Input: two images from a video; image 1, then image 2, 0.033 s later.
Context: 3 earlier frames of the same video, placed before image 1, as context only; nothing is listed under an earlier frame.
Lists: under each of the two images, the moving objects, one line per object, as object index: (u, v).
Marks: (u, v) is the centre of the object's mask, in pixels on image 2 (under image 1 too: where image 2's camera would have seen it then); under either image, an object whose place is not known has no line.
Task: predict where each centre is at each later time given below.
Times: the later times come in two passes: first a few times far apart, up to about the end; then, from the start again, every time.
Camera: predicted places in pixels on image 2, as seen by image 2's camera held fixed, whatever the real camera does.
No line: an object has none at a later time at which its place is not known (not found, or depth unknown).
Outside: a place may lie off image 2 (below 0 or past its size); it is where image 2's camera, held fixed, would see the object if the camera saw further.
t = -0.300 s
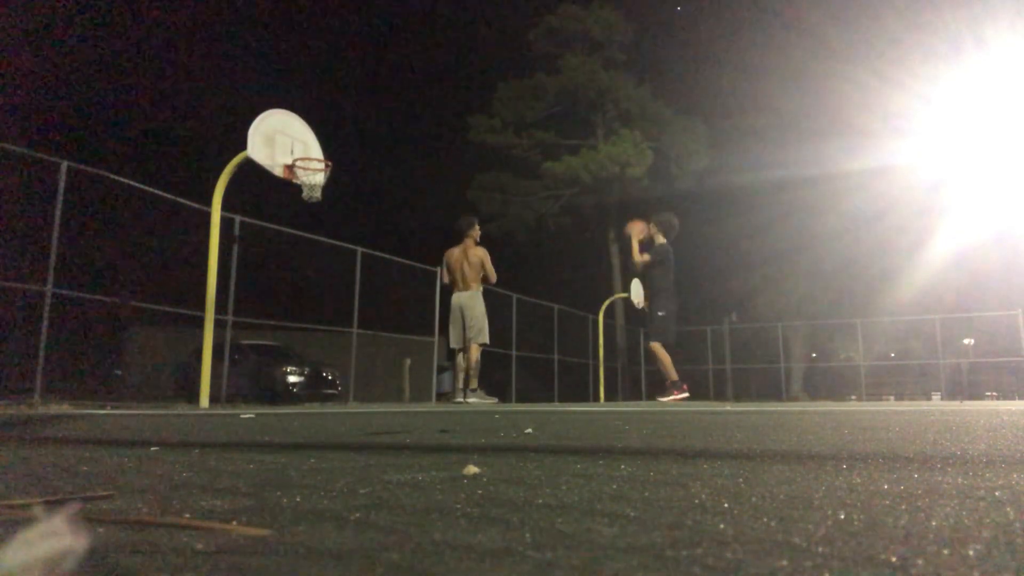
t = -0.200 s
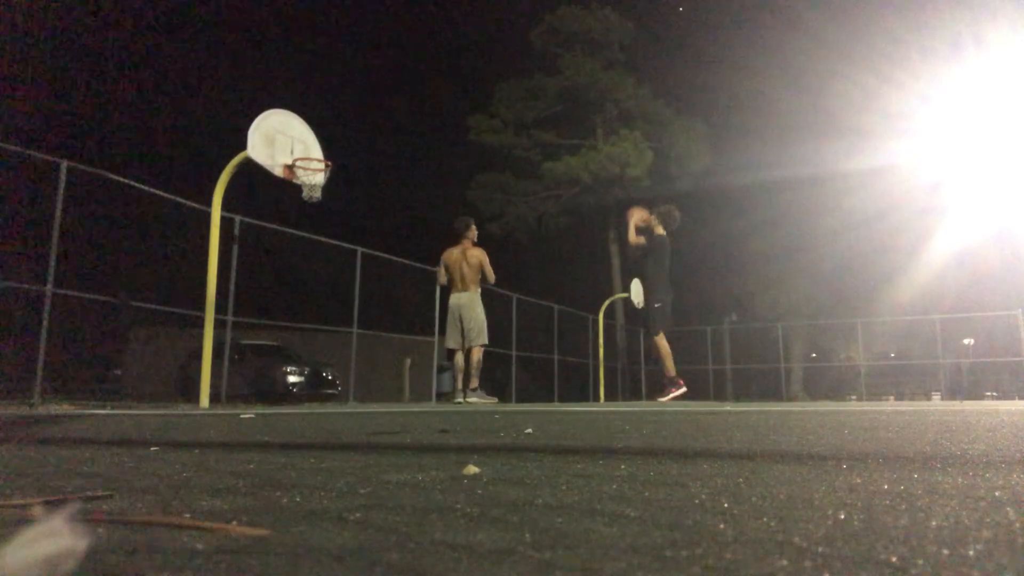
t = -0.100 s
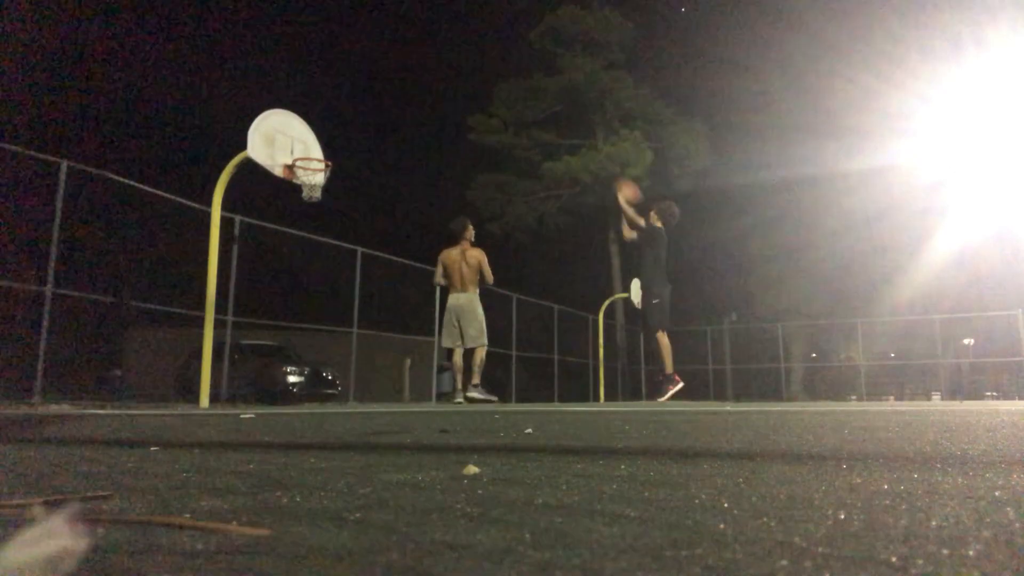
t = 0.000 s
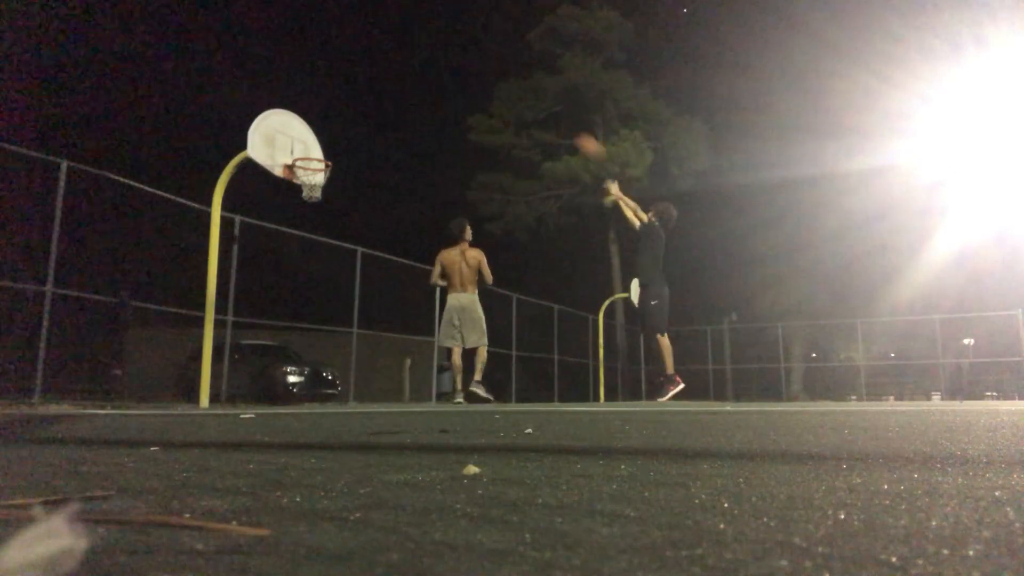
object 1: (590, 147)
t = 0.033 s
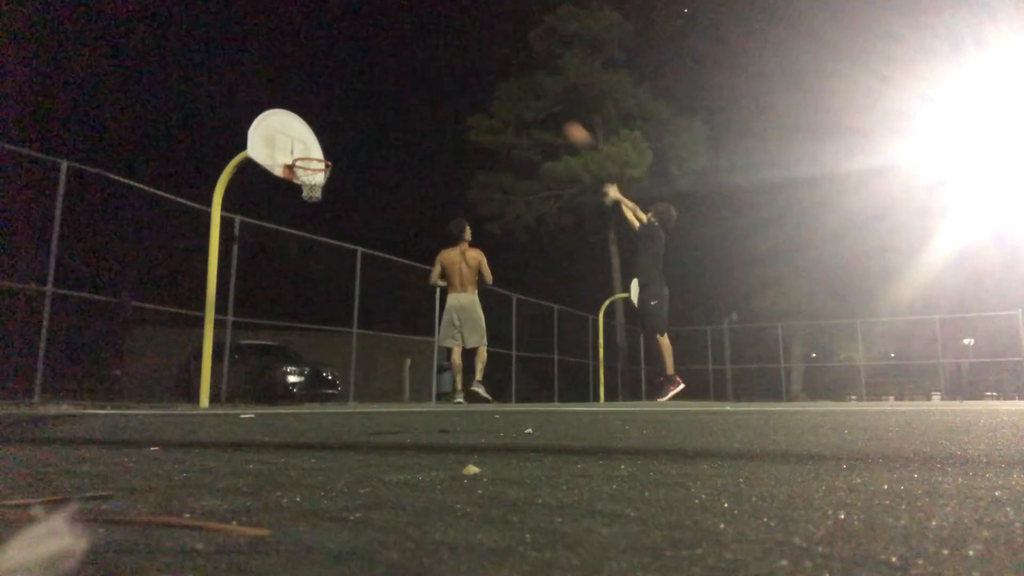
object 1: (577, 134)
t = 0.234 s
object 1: (507, 85)
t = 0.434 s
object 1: (446, 74)
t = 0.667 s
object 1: (383, 101)
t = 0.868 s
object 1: (334, 151)
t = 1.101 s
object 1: (377, 121)
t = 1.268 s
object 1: (412, 121)
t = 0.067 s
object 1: (565, 123)
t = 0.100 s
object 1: (553, 113)
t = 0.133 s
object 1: (541, 105)
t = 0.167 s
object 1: (529, 97)
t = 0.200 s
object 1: (518, 90)
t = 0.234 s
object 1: (507, 85)
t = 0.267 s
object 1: (497, 82)
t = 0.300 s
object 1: (486, 78)
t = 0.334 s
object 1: (476, 76)
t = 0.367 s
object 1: (465, 74)
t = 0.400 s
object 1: (456, 74)
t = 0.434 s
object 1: (446, 74)
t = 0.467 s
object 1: (437, 76)
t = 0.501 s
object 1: (427, 78)
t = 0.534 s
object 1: (418, 81)
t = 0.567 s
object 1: (409, 85)
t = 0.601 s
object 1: (400, 90)
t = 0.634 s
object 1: (392, 94)
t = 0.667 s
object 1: (383, 101)
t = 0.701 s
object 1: (374, 108)
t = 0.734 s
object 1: (366, 115)
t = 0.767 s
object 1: (357, 123)
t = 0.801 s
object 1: (349, 132)
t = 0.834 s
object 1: (341, 142)
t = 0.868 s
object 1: (334, 151)
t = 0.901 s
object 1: (337, 148)
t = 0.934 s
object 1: (343, 142)
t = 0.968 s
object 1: (350, 136)
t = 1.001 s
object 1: (356, 131)
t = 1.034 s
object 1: (363, 127)
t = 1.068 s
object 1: (370, 124)
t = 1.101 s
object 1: (377, 121)
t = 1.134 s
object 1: (384, 120)
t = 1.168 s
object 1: (391, 119)
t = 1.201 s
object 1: (399, 119)
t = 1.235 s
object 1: (405, 120)
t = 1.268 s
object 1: (412, 121)
